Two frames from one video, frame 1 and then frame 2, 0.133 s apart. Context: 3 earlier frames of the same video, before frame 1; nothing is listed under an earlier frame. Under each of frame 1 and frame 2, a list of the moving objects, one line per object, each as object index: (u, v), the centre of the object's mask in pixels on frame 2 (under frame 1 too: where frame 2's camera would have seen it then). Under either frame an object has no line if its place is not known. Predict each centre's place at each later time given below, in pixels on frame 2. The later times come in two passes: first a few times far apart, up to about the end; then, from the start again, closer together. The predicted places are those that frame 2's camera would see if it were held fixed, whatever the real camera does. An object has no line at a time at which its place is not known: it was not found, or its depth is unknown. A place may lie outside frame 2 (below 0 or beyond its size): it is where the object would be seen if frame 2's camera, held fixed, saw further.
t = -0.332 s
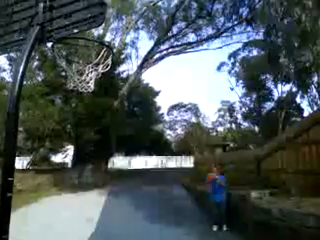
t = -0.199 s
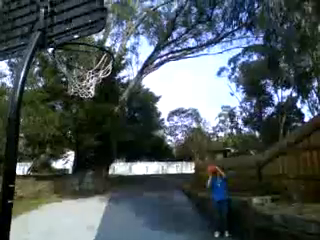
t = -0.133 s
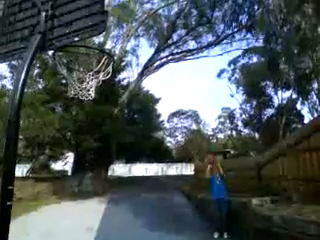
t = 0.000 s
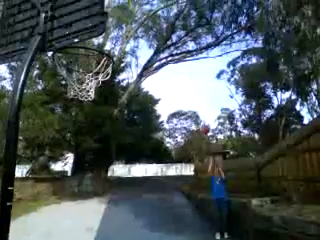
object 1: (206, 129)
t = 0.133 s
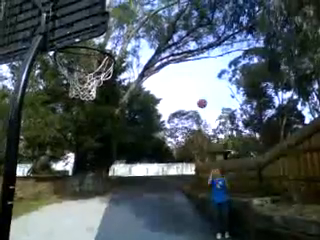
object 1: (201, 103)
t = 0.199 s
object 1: (199, 92)
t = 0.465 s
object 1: (191, 64)
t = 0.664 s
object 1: (184, 58)
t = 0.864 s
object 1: (179, 70)
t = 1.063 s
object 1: (174, 110)
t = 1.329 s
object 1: (161, 227)
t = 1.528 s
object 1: (155, 228)
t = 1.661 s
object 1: (155, 181)
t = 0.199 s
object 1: (199, 92)
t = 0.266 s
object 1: (197, 83)
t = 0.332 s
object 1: (195, 75)
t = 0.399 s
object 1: (193, 68)
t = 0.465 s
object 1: (191, 64)
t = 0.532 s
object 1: (188, 59)
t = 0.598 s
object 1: (187, 58)
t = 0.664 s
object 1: (184, 58)
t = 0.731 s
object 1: (183, 59)
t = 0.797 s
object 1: (181, 63)
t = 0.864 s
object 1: (179, 70)
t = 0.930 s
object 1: (176, 80)
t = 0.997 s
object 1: (175, 93)
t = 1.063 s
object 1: (174, 110)
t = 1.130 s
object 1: (170, 130)
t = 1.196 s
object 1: (169, 155)
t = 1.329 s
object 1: (161, 227)
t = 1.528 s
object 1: (155, 228)
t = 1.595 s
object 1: (156, 204)
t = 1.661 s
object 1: (155, 181)
